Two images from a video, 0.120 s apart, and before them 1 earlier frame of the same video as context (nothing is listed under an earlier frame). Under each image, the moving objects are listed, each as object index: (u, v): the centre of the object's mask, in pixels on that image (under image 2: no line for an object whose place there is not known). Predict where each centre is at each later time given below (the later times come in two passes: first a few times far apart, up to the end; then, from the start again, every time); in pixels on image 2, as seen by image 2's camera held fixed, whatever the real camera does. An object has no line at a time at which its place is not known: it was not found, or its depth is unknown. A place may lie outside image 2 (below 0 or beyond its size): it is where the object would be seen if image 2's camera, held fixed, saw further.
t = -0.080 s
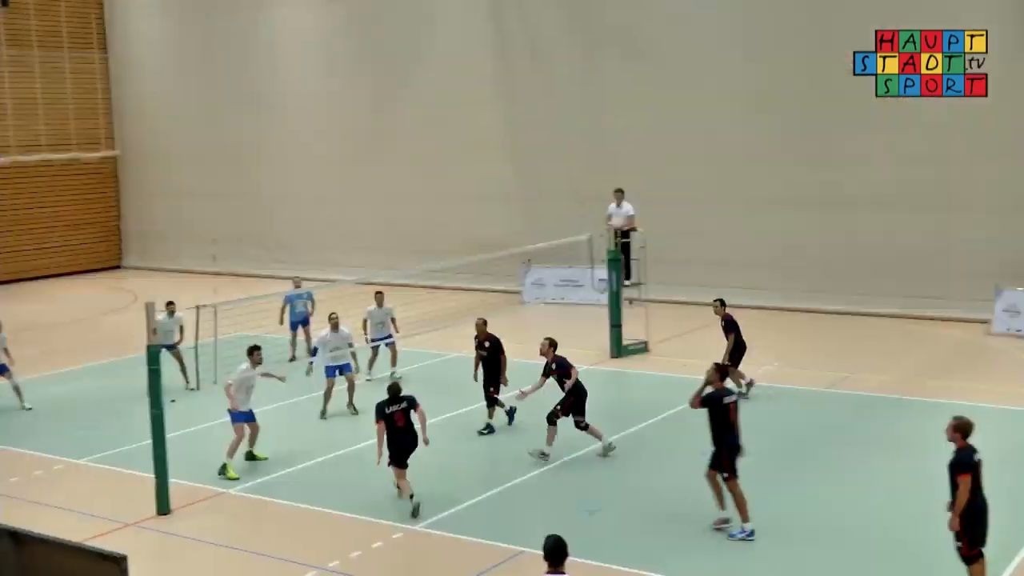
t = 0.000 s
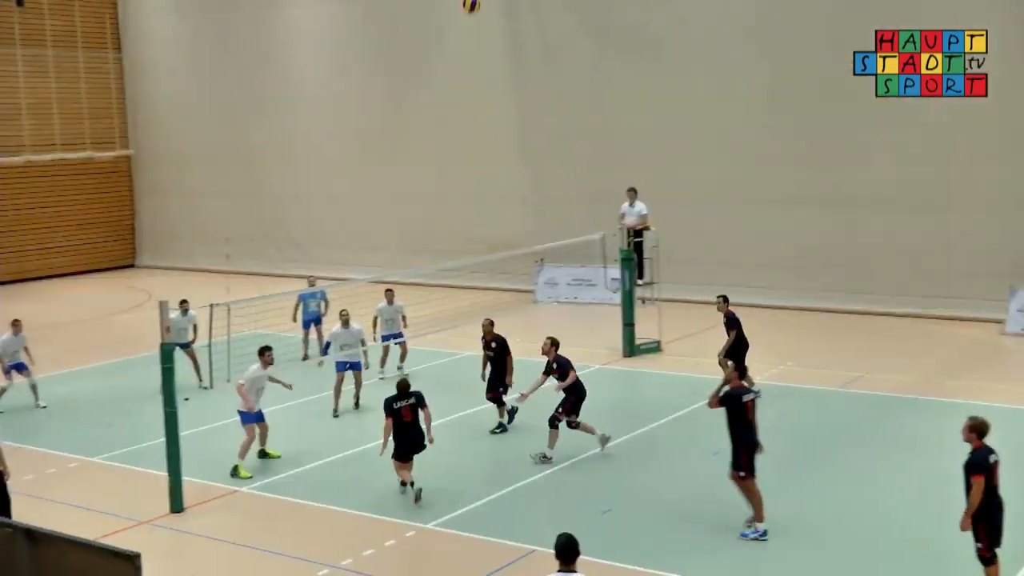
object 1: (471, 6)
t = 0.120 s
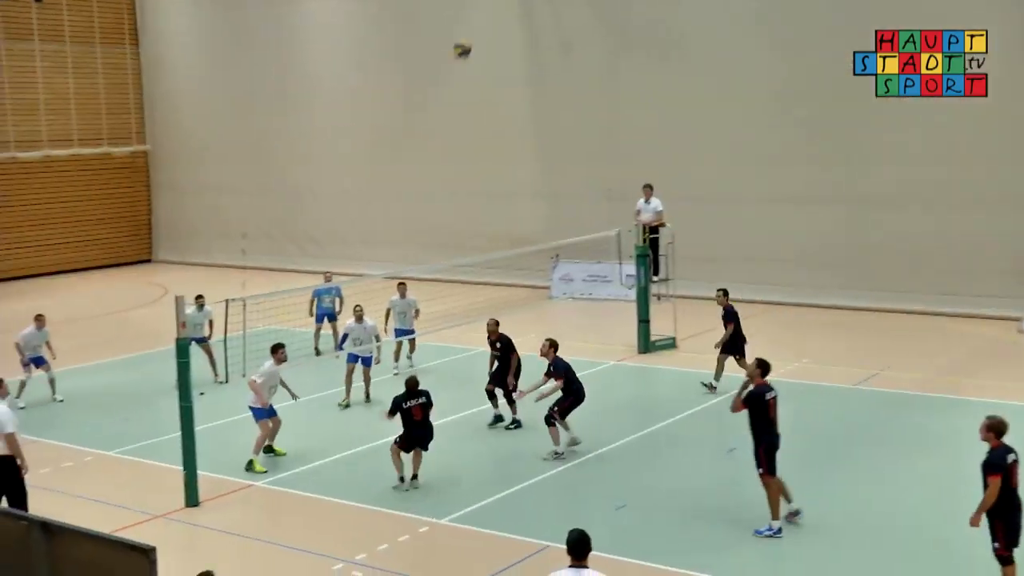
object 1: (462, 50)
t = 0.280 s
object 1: (431, 128)
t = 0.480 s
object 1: (396, 248)
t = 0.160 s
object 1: (454, 68)
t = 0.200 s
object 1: (447, 87)
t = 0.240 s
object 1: (439, 107)
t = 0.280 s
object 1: (431, 128)
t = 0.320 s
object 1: (425, 152)
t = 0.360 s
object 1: (417, 175)
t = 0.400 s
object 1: (409, 197)
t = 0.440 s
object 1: (402, 223)
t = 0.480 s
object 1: (396, 248)
